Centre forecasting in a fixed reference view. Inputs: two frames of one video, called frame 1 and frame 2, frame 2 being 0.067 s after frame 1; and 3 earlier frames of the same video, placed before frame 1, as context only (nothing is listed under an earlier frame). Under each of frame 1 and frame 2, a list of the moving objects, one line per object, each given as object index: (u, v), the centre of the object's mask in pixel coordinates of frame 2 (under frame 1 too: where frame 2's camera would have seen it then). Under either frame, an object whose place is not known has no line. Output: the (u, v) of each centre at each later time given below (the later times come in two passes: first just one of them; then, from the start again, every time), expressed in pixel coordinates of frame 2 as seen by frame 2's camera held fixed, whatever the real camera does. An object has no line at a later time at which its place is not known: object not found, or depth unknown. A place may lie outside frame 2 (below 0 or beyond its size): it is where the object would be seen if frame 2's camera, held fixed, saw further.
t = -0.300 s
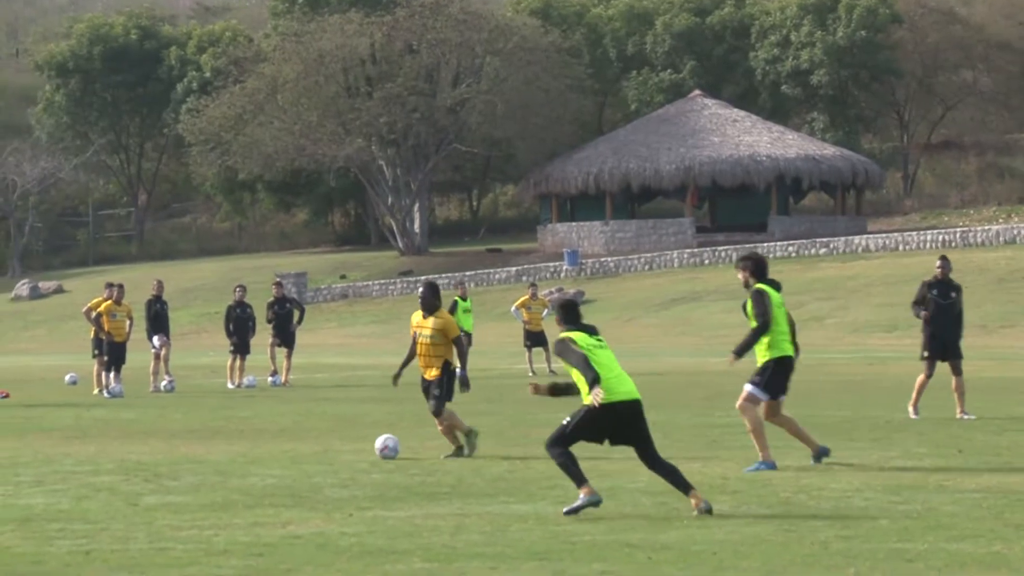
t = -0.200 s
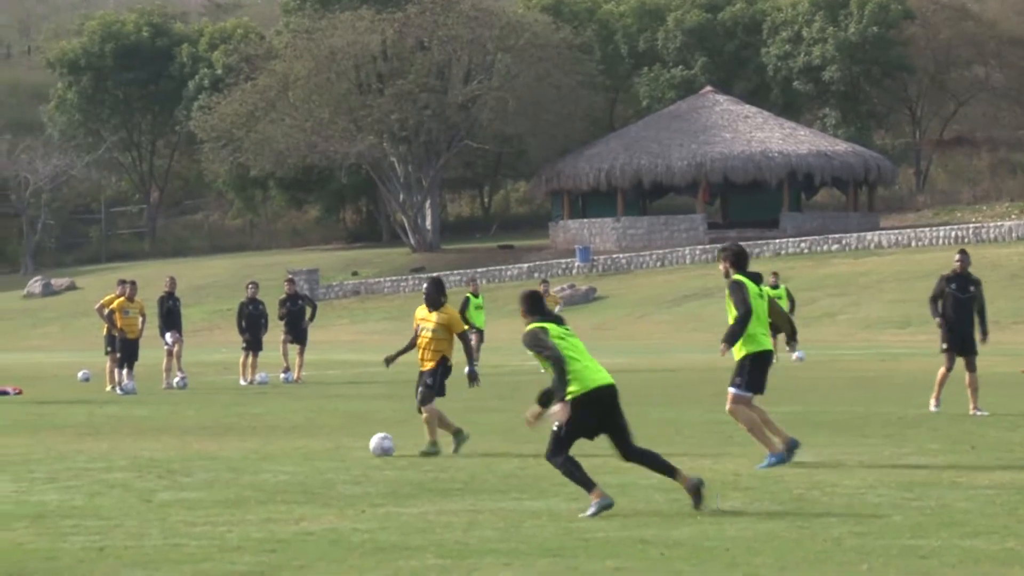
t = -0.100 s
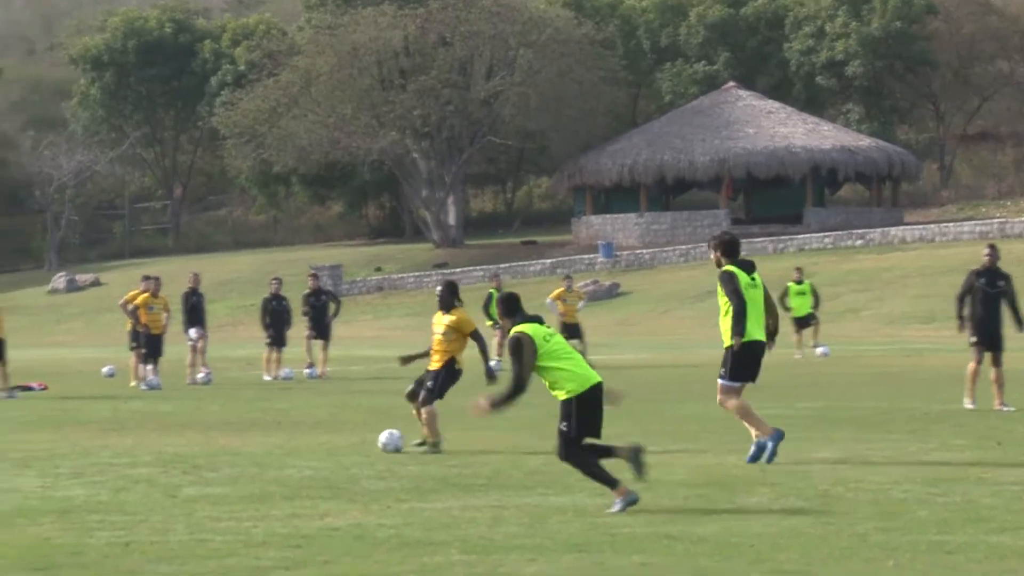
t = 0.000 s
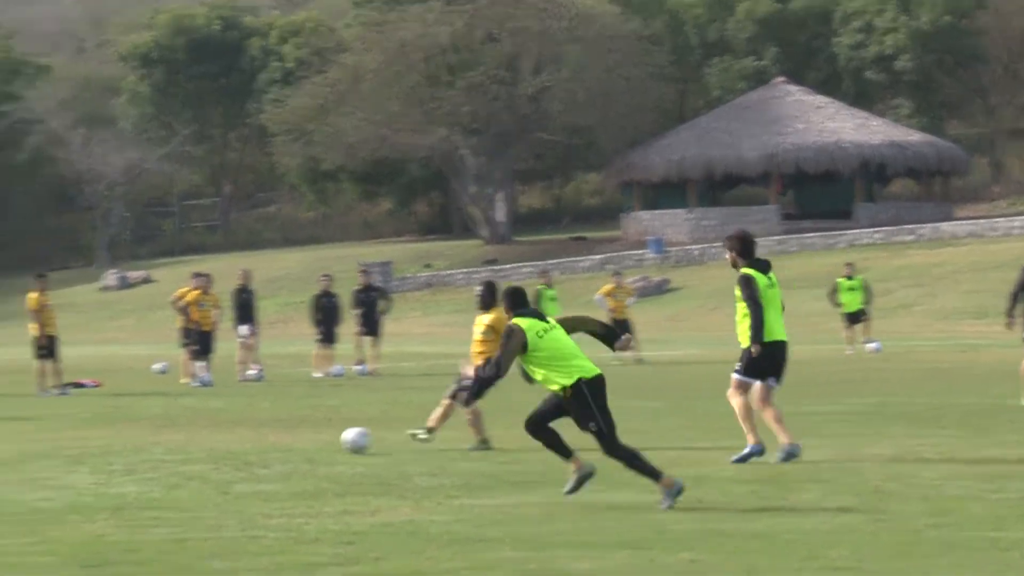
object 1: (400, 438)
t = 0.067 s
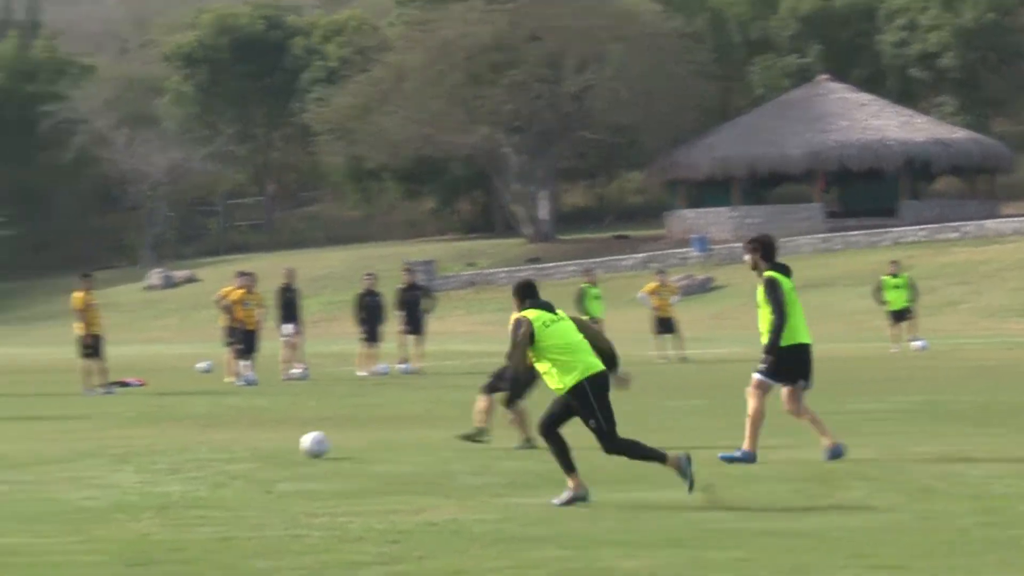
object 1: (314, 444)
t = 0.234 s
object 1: (104, 460)
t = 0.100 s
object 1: (271, 449)
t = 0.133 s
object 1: (228, 454)
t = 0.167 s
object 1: (186, 456)
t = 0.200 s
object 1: (145, 457)
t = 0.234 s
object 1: (104, 460)
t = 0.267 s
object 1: (60, 464)
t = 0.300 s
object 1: (17, 470)
